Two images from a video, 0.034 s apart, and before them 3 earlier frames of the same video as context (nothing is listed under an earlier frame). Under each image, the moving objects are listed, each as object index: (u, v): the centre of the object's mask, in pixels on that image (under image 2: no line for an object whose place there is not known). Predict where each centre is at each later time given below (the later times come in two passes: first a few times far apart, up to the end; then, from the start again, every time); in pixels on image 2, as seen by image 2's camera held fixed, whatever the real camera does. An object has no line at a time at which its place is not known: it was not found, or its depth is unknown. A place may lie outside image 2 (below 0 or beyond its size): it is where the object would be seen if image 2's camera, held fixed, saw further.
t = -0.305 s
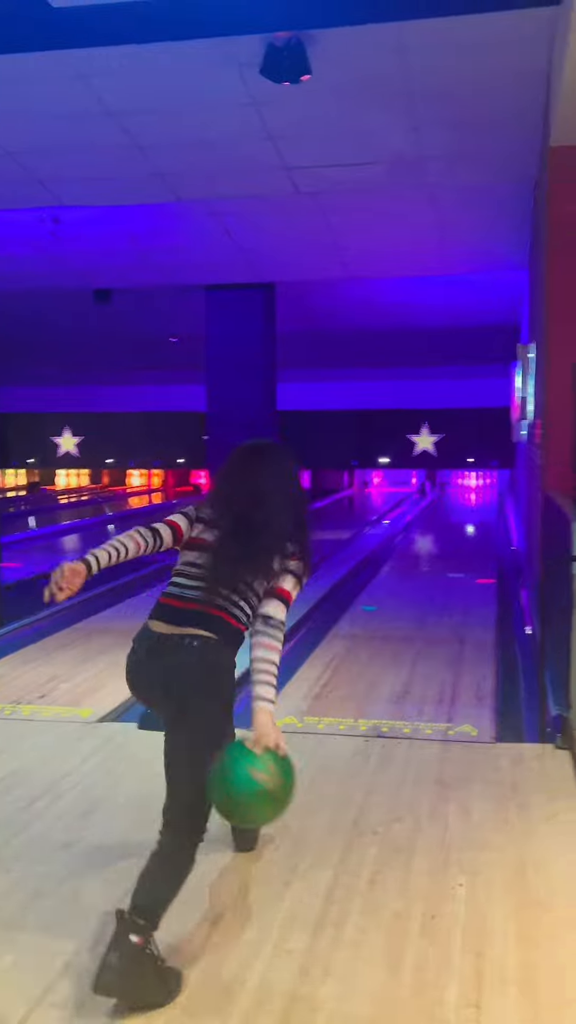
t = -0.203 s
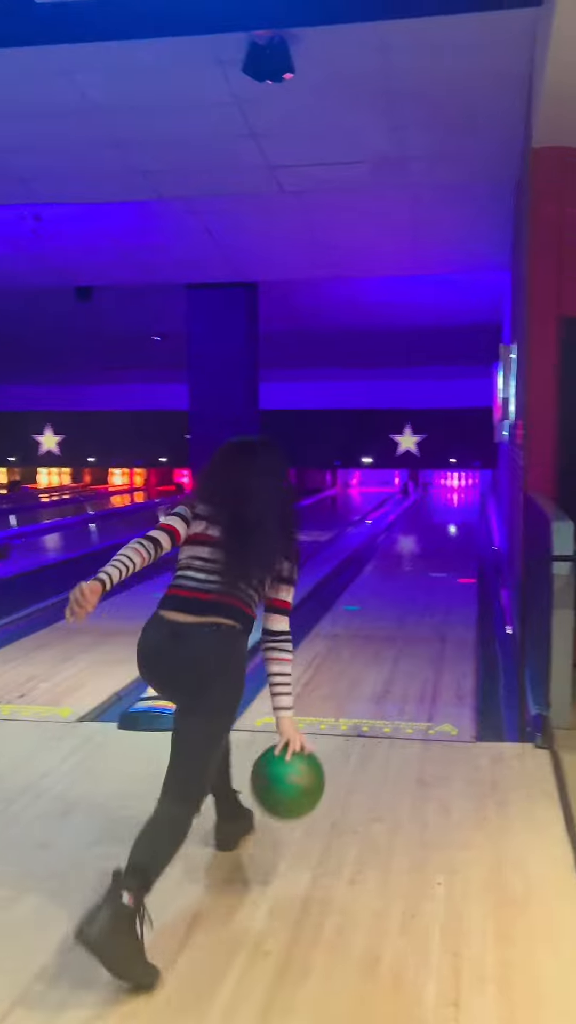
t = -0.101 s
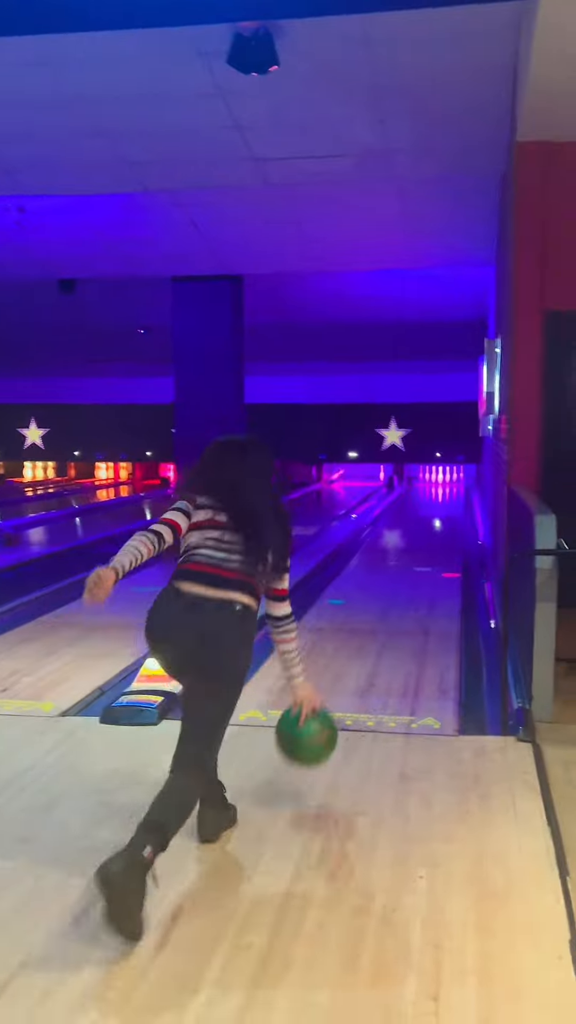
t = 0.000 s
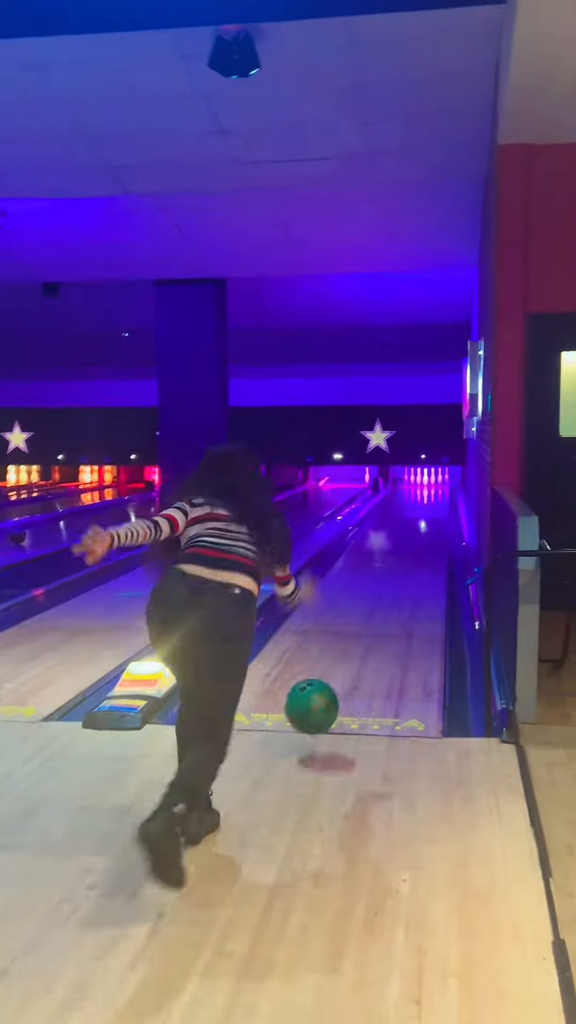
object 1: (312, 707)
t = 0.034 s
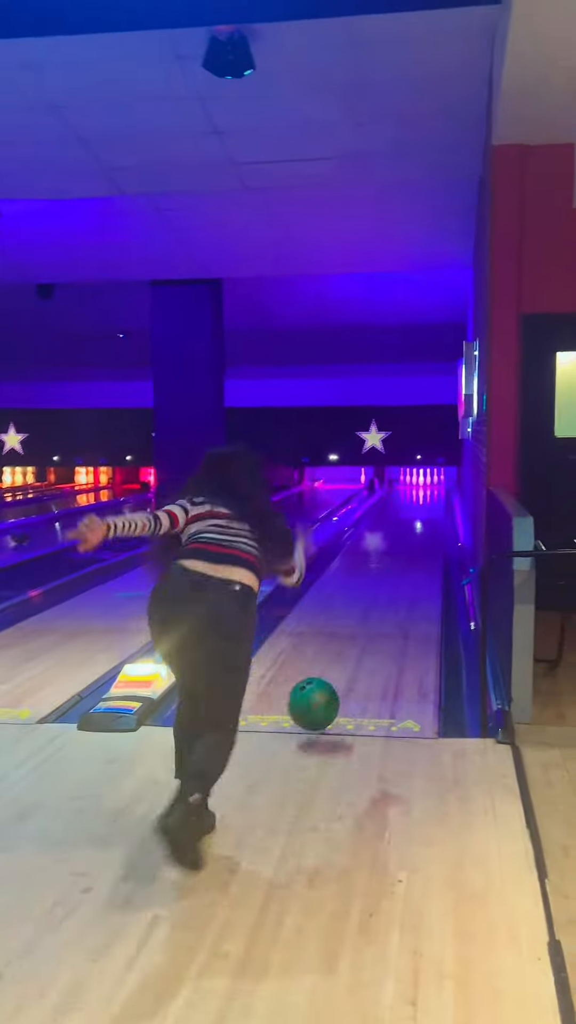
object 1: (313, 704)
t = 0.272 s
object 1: (345, 651)
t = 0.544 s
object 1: (365, 605)
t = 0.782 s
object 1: (378, 575)
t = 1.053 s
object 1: (386, 555)
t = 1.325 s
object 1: (392, 541)
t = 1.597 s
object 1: (397, 531)
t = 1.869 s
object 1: (400, 522)
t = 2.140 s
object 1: (405, 515)
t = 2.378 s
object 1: (409, 510)
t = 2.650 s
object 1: (412, 504)
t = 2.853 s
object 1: (414, 503)
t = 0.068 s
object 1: (319, 704)
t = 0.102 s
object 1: (324, 693)
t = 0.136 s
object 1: (329, 682)
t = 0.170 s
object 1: (333, 675)
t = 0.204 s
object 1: (337, 666)
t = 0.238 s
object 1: (341, 658)
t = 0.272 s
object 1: (345, 651)
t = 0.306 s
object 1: (348, 643)
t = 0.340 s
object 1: (351, 637)
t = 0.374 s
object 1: (354, 631)
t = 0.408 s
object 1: (356, 625)
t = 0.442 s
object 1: (359, 619)
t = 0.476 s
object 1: (361, 614)
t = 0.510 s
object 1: (364, 609)
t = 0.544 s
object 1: (365, 605)
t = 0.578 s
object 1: (367, 600)
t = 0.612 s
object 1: (371, 592)
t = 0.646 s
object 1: (373, 588)
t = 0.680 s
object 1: (374, 585)
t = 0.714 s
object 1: (376, 581)
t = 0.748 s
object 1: (377, 578)
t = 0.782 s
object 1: (378, 575)
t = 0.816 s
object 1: (379, 572)
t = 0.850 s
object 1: (380, 570)
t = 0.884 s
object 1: (382, 567)
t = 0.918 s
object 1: (382, 565)
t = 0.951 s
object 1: (383, 562)
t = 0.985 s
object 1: (384, 560)
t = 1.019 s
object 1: (386, 557)
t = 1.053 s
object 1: (386, 555)
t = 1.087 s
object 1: (387, 554)
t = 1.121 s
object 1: (387, 552)
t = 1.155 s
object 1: (388, 550)
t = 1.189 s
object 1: (389, 548)
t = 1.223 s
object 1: (389, 547)
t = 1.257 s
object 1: (390, 545)
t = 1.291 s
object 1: (391, 543)
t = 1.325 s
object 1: (392, 541)
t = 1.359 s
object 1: (392, 540)
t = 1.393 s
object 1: (393, 539)
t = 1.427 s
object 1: (393, 538)
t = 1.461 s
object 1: (393, 537)
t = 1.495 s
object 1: (394, 535)
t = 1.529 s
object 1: (395, 533)
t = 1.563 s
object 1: (395, 532)
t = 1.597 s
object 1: (397, 531)
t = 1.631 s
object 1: (398, 529)
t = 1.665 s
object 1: (398, 528)
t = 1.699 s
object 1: (398, 528)
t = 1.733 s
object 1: (399, 526)
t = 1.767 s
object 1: (400, 525)
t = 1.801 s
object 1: (400, 524)
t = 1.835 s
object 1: (400, 523)
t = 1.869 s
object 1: (400, 522)
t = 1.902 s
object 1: (402, 522)
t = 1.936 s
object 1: (402, 519)
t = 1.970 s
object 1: (403, 518)
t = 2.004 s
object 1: (404, 517)
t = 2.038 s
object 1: (404, 516)
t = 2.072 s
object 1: (404, 515)
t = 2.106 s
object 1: (405, 515)
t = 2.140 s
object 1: (405, 515)
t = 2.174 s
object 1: (406, 514)
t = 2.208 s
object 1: (407, 513)
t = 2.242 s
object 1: (407, 512)
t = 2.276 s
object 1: (407, 512)
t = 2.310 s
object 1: (408, 511)
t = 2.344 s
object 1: (409, 510)
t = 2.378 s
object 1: (409, 510)
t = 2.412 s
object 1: (410, 509)
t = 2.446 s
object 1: (411, 509)
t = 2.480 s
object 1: (411, 508)
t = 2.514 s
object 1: (412, 507)
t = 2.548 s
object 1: (412, 507)
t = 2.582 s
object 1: (412, 506)
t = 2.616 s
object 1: (412, 505)
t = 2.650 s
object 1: (412, 504)
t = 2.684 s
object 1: (413, 504)
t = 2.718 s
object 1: (413, 504)
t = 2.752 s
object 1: (413, 504)
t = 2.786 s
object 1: (414, 503)
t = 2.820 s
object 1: (414, 504)
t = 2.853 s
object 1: (414, 503)
